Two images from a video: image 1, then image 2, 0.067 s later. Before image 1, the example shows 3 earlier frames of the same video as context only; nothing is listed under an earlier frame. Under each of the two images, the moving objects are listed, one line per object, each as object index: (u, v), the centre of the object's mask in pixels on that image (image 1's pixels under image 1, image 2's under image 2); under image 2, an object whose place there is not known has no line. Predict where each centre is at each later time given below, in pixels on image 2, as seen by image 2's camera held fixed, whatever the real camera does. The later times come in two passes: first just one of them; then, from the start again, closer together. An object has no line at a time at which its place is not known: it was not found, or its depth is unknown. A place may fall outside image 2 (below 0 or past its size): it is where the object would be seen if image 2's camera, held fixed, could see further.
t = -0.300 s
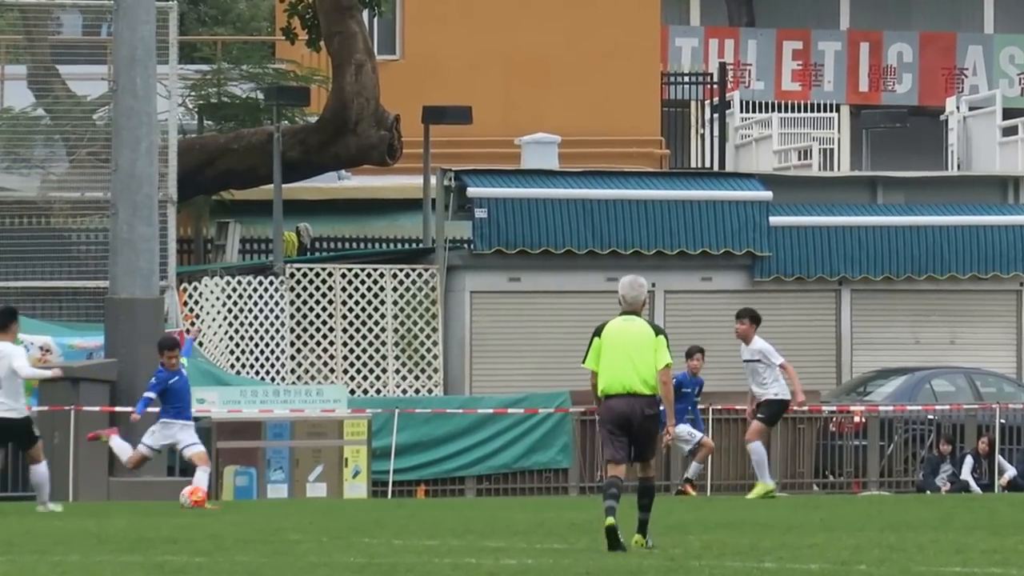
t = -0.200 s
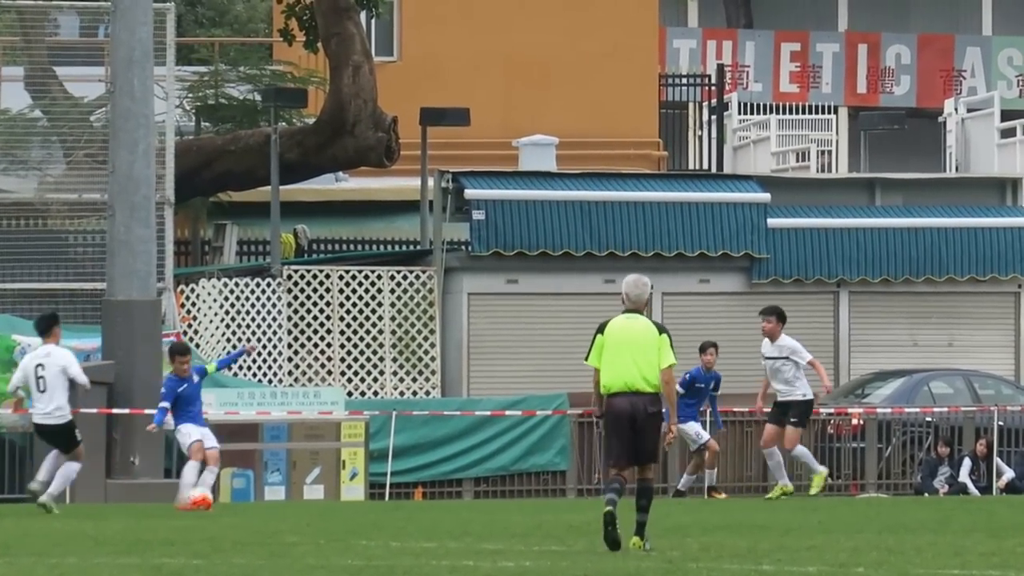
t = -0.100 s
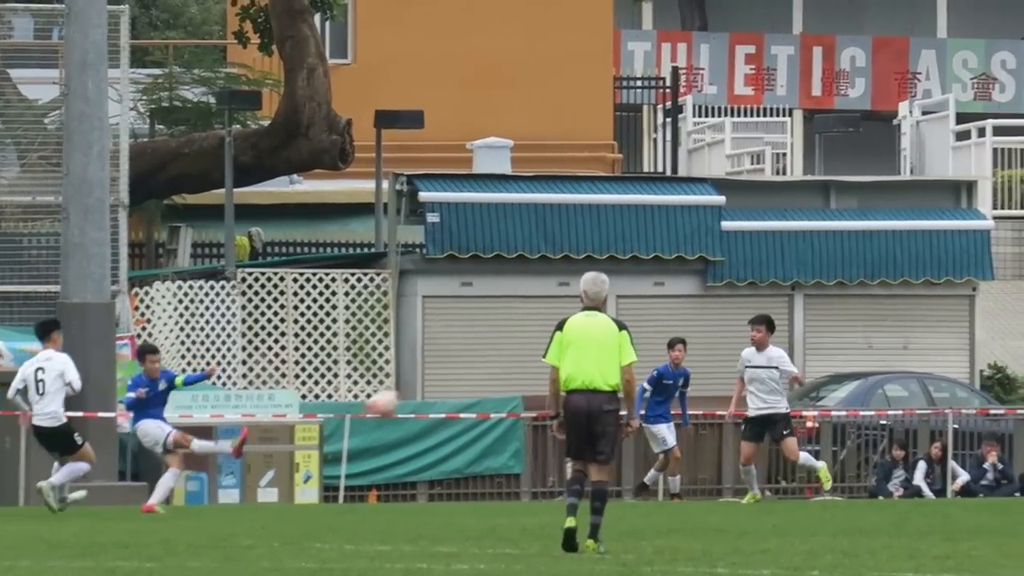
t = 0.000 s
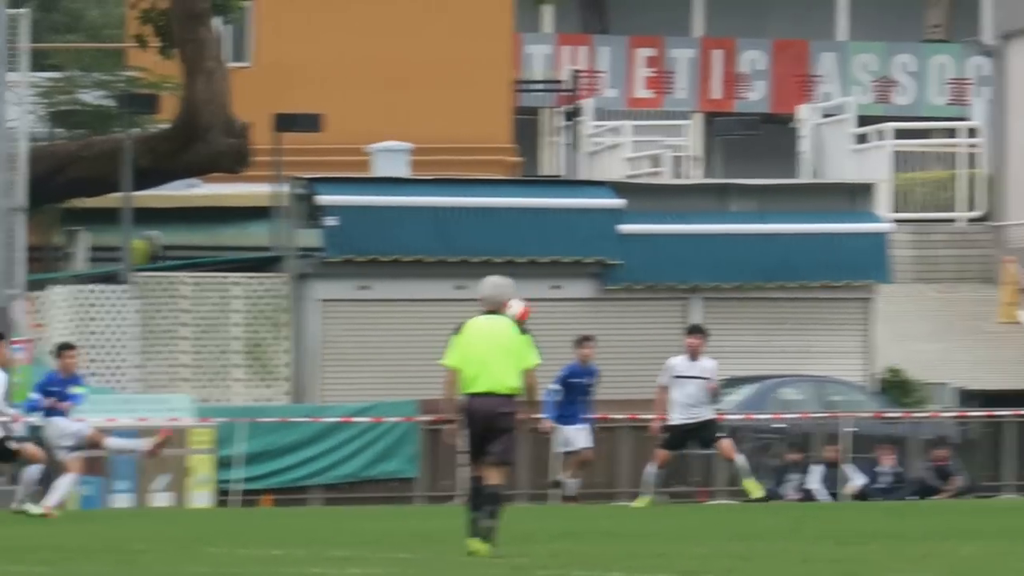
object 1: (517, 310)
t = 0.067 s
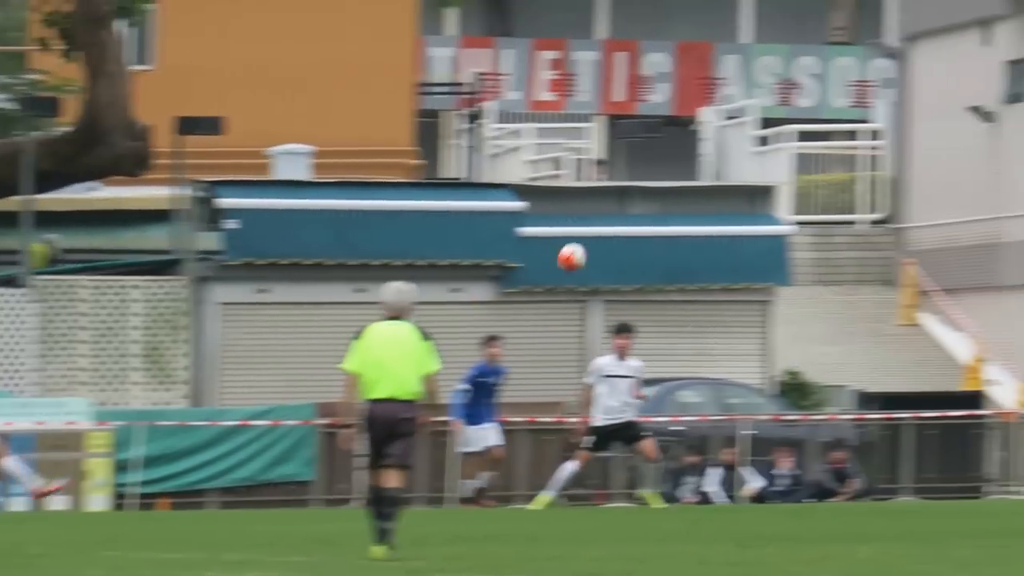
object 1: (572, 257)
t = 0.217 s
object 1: (922, 133)
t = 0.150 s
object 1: (767, 188)
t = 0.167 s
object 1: (807, 174)
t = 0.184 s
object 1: (845, 160)
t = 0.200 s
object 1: (884, 146)
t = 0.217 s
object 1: (922, 133)
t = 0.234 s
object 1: (963, 120)
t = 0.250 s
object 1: (1003, 106)
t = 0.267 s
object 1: (1044, 93)
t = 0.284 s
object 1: (1085, 80)
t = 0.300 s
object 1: (1126, 69)
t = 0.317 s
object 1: (1167, 56)
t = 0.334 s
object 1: (1209, 43)
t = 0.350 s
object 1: (1251, 32)
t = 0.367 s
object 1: (1293, 19)
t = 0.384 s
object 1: (1336, 8)
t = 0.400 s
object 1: (1380, -4)
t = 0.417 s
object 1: (1422, -16)
